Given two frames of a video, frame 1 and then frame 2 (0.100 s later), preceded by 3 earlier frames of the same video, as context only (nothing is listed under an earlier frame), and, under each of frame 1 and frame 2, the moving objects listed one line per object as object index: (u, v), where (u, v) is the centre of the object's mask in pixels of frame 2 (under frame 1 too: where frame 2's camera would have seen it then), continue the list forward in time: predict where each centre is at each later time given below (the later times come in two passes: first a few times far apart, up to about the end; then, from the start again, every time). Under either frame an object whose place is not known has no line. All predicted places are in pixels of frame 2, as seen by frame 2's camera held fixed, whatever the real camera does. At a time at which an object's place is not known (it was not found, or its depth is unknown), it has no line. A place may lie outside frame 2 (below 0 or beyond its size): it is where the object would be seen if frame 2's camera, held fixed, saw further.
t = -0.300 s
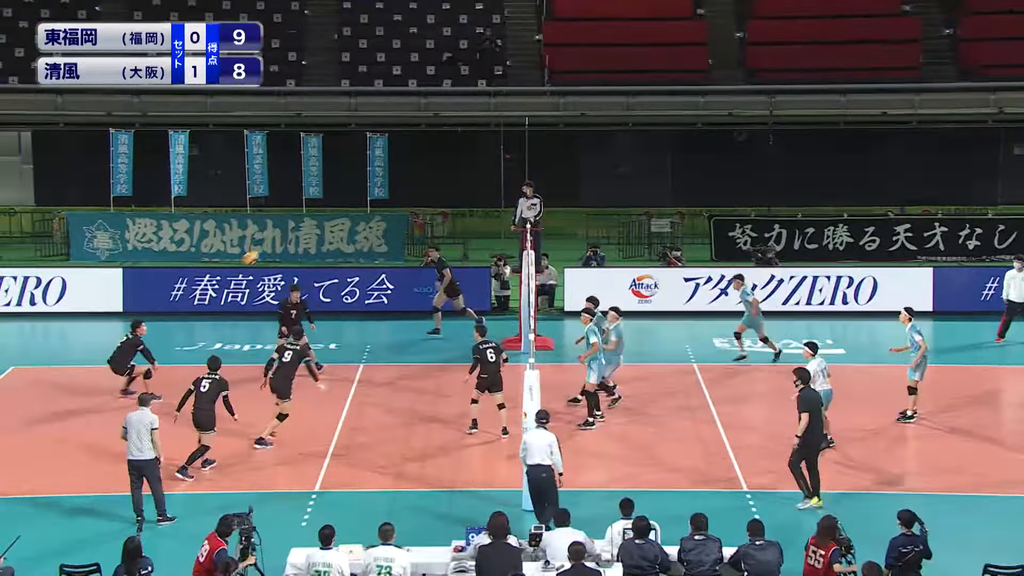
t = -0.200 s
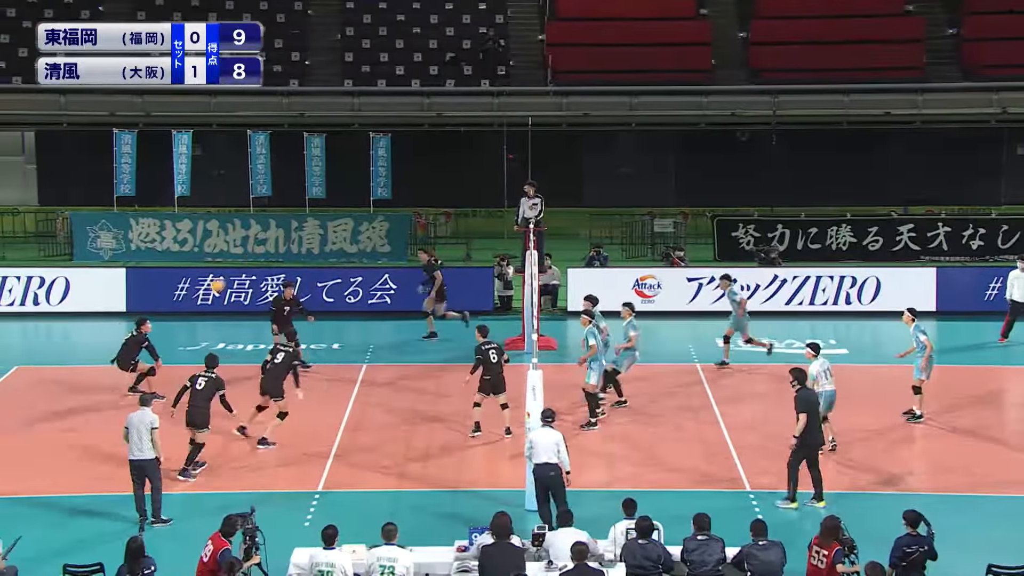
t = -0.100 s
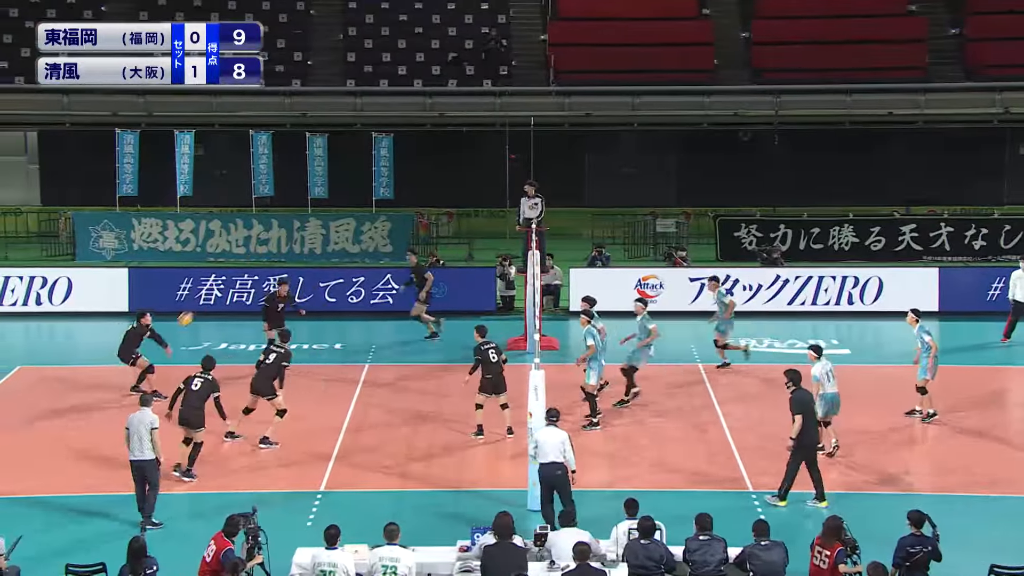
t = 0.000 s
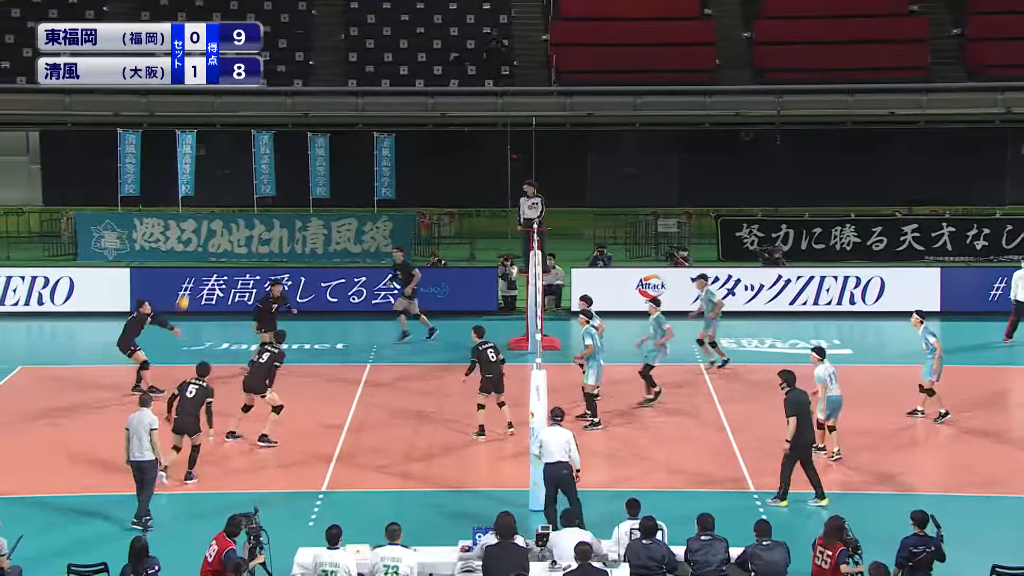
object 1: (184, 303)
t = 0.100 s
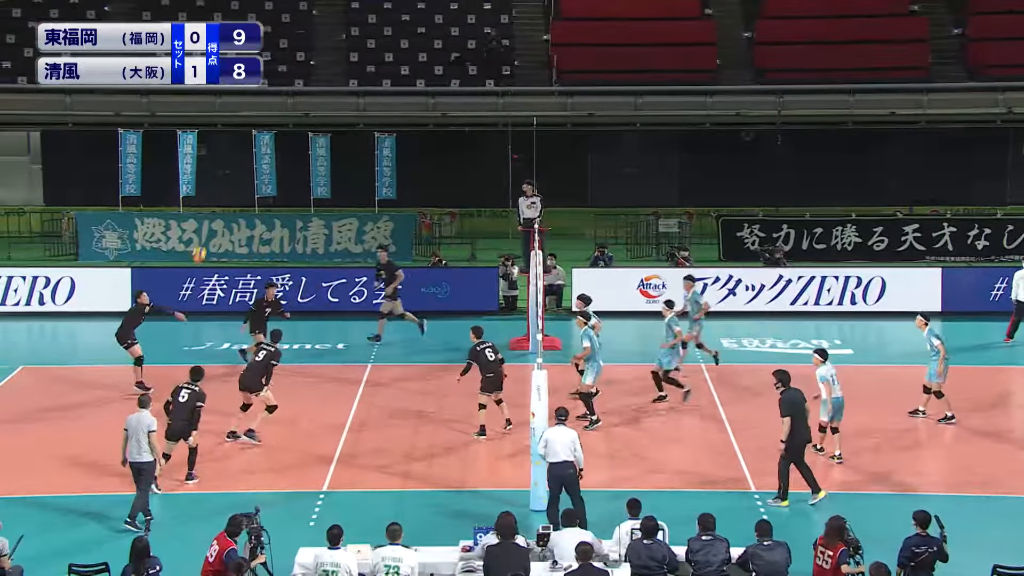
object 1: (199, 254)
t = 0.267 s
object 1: (224, 188)
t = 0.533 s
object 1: (264, 118)
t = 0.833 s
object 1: (309, 91)
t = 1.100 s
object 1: (350, 116)
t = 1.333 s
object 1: (384, 173)
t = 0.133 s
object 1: (205, 239)
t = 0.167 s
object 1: (209, 225)
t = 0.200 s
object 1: (214, 213)
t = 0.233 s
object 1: (219, 200)
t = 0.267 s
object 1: (224, 188)
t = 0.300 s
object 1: (229, 177)
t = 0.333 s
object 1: (234, 167)
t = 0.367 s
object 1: (239, 157)
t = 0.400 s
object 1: (244, 148)
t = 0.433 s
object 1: (249, 139)
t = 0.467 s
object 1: (254, 130)
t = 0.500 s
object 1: (259, 124)
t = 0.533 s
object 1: (264, 118)
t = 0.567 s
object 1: (270, 112)
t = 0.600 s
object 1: (274, 106)
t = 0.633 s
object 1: (279, 103)
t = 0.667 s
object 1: (284, 99)
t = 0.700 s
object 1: (289, 96)
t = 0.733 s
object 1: (294, 94)
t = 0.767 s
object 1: (300, 92)
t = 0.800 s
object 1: (304, 91)
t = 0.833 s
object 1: (309, 91)
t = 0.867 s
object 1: (315, 92)
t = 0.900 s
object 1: (320, 93)
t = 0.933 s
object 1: (325, 95)
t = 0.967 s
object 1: (330, 98)
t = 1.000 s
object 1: (335, 101)
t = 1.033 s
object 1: (340, 105)
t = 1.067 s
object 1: (345, 110)
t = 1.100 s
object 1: (350, 116)
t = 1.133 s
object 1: (355, 122)
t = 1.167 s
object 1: (360, 129)
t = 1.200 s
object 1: (365, 136)
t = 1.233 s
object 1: (370, 144)
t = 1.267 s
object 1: (375, 153)
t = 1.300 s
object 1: (379, 162)
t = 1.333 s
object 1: (384, 173)
